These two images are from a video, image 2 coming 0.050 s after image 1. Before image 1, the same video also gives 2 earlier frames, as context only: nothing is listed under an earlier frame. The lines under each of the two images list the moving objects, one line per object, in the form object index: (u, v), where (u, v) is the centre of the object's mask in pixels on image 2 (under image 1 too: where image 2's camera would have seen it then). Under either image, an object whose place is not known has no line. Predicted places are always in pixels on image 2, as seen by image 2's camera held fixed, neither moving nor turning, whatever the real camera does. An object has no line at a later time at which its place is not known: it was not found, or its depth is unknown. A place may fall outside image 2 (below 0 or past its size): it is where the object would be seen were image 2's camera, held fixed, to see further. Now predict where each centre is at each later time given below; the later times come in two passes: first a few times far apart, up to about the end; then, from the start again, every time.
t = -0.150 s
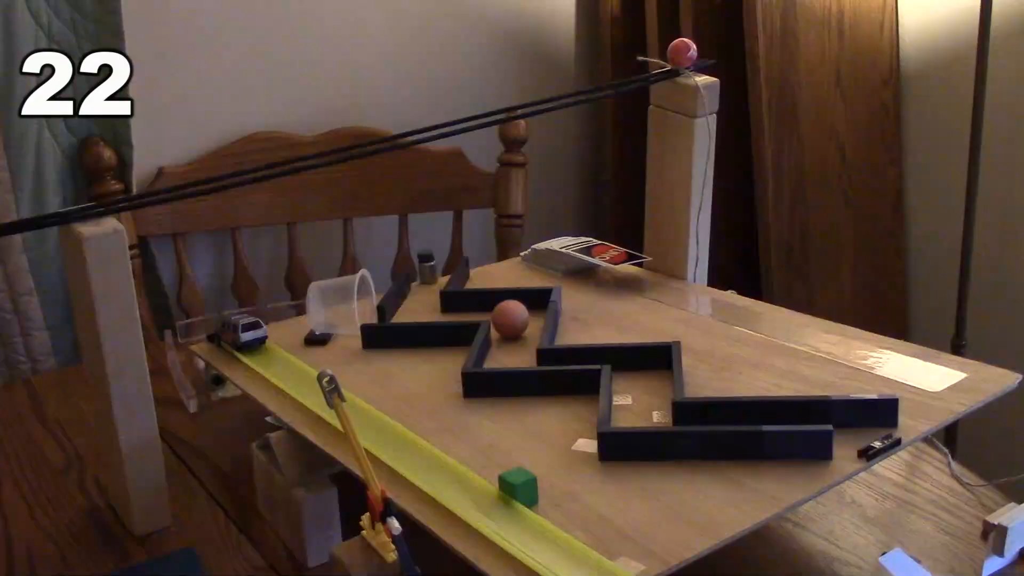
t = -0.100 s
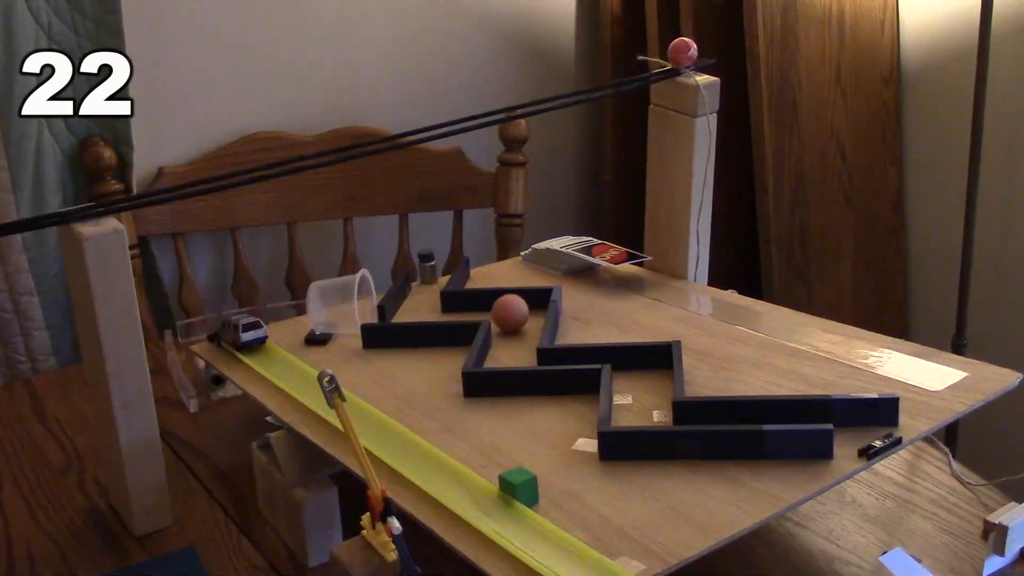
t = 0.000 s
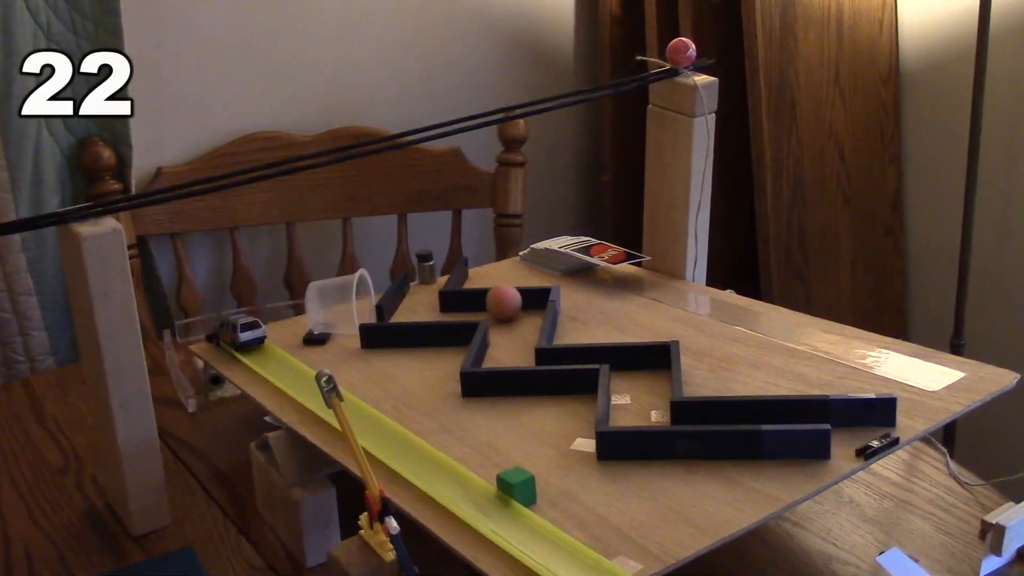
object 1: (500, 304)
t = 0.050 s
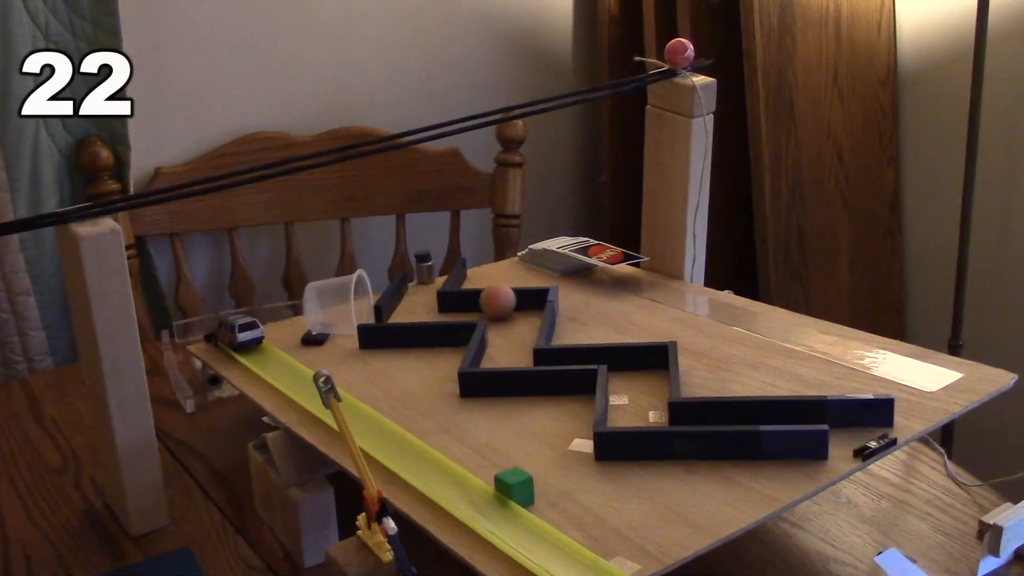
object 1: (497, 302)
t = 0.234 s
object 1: (474, 303)
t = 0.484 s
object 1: (425, 305)
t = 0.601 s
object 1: (410, 305)
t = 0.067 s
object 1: (496, 301)
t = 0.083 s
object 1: (494, 301)
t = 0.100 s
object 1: (493, 302)
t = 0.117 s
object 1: (491, 302)
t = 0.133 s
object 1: (489, 303)
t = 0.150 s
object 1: (487, 303)
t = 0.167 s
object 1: (484, 303)
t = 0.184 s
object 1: (482, 303)
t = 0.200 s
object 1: (479, 303)
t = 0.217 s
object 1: (477, 303)
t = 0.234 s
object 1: (474, 303)
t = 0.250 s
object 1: (471, 304)
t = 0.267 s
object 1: (468, 304)
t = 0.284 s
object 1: (465, 304)
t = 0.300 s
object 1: (462, 303)
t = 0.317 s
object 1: (459, 303)
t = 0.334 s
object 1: (457, 304)
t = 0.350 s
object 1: (453, 304)
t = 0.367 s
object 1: (450, 304)
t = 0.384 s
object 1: (447, 304)
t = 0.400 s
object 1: (443, 304)
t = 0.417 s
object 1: (440, 304)
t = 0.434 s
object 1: (436, 304)
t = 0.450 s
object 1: (432, 304)
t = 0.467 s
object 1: (429, 304)
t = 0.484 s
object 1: (425, 305)
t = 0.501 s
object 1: (422, 306)
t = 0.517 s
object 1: (418, 305)
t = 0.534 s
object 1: (413, 305)
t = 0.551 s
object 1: (409, 305)
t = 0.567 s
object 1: (409, 305)
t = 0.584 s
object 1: (410, 305)
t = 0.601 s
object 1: (410, 305)
